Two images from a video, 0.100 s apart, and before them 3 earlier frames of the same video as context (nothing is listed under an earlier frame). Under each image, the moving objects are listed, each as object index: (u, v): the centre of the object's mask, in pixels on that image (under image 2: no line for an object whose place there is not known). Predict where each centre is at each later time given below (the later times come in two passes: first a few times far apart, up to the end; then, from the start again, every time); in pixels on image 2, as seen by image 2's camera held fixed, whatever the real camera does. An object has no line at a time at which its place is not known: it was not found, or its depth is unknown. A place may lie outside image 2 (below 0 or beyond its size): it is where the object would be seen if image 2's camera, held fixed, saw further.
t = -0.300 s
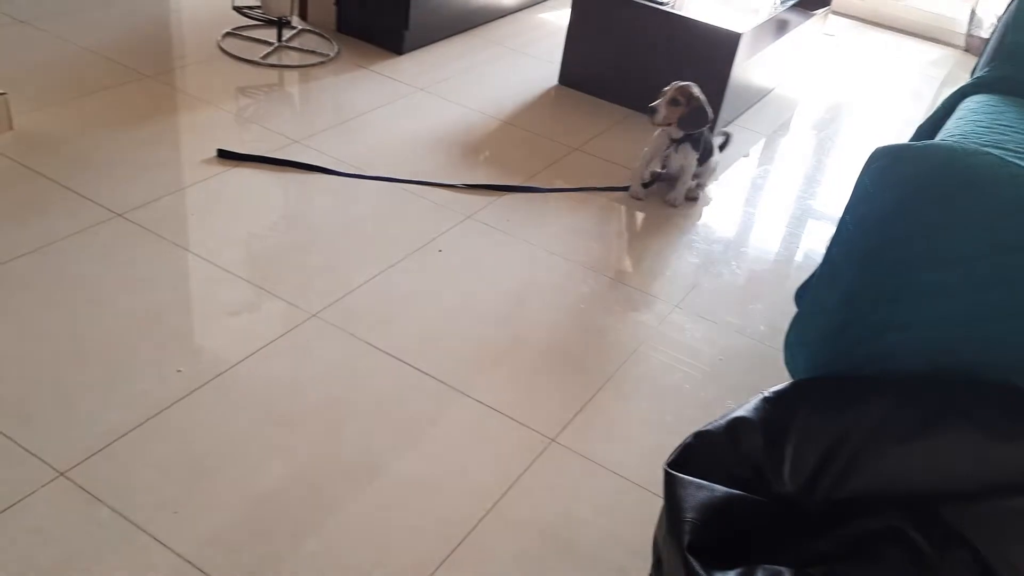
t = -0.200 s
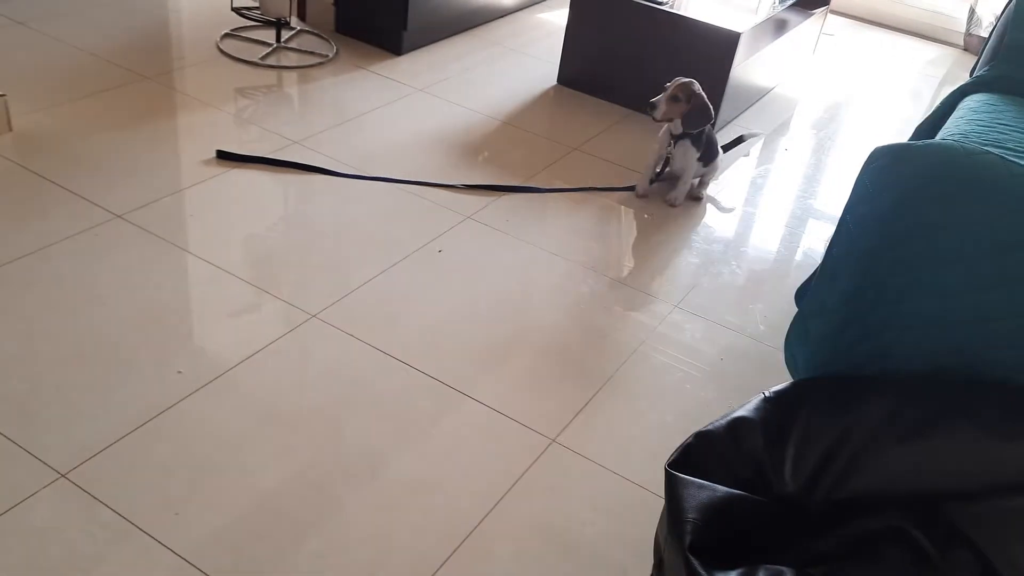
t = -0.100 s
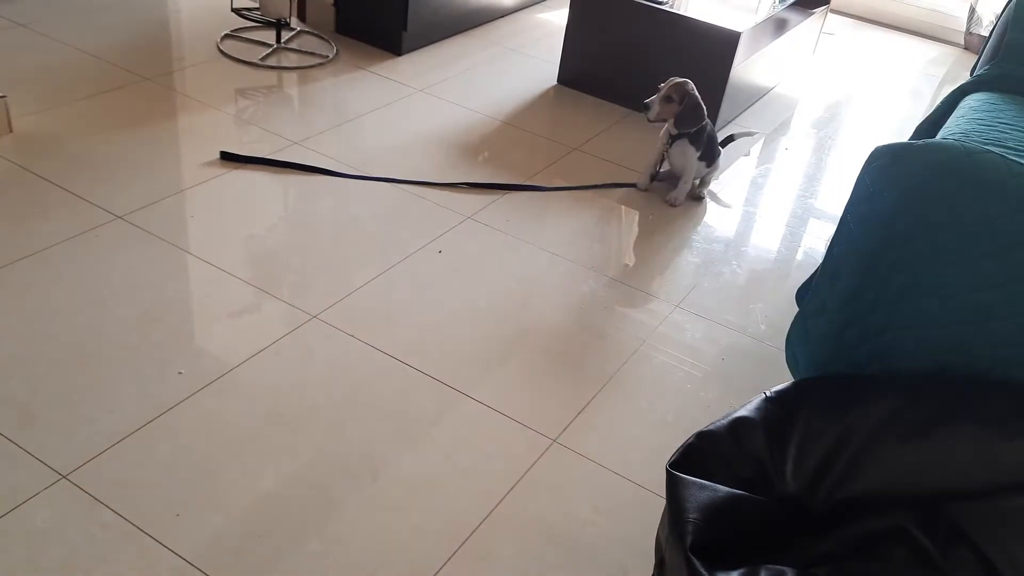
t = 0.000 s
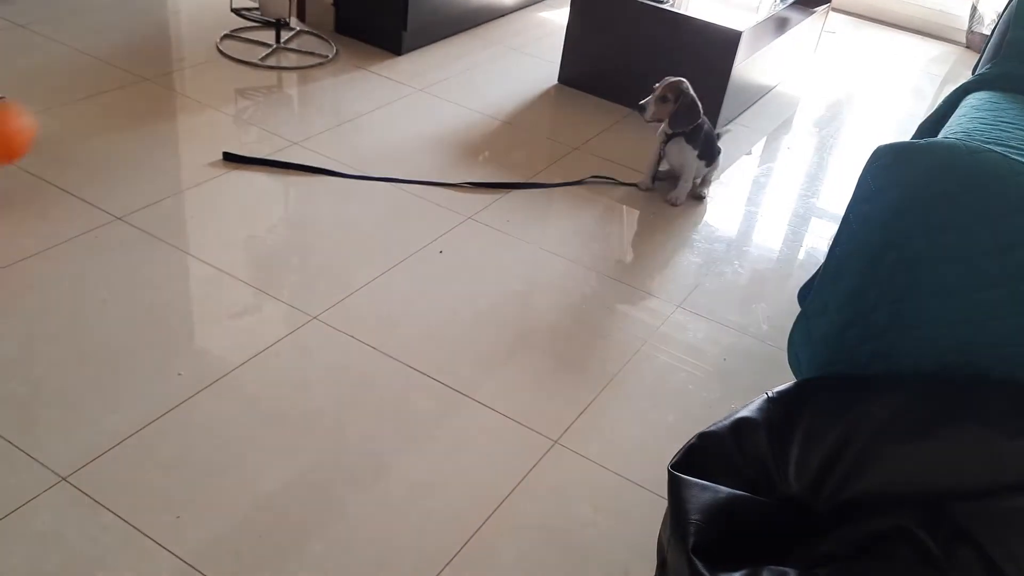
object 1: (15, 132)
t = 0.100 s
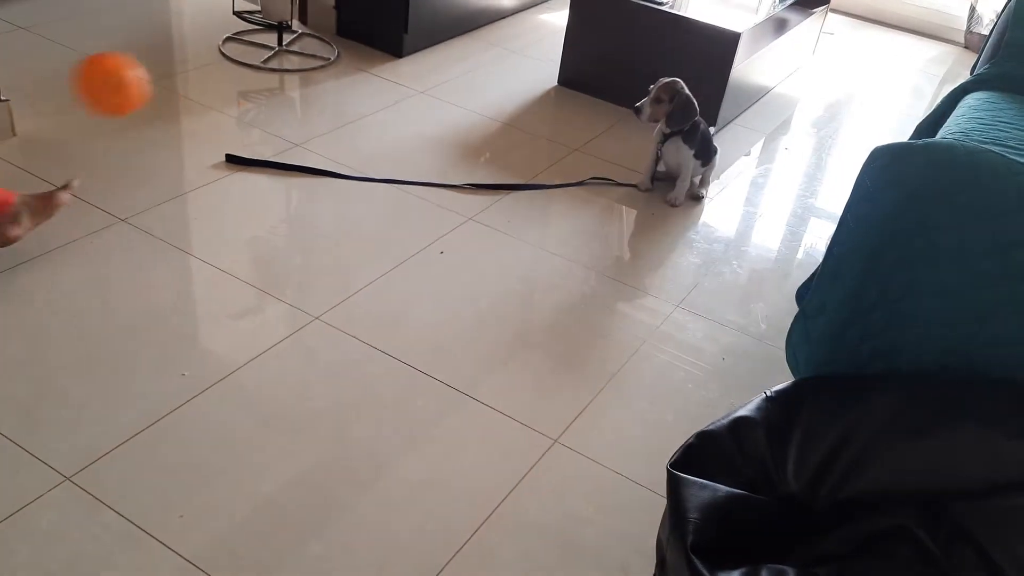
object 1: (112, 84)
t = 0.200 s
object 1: (200, 74)
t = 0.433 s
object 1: (323, 130)
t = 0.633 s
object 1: (375, 116)
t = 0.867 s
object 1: (408, 114)
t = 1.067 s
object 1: (426, 127)
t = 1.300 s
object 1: (432, 125)
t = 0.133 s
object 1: (145, 77)
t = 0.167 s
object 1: (173, 74)
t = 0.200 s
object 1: (200, 74)
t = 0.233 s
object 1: (223, 77)
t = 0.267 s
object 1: (244, 83)
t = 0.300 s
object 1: (263, 89)
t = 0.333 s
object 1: (280, 97)
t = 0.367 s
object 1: (295, 107)
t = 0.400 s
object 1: (309, 118)
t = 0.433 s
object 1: (323, 130)
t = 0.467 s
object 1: (334, 142)
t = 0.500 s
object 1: (345, 154)
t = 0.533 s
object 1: (354, 144)
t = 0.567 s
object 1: (362, 133)
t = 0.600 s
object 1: (368, 124)
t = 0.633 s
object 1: (375, 116)
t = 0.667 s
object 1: (381, 111)
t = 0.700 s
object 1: (386, 107)
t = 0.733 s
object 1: (391, 106)
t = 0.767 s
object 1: (396, 105)
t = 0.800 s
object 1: (400, 107)
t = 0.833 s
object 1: (404, 109)
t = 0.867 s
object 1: (408, 114)
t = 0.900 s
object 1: (412, 120)
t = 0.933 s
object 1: (416, 127)
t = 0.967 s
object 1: (419, 135)
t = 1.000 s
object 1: (422, 141)
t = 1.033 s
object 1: (425, 134)
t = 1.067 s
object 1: (426, 127)
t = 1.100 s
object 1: (428, 123)
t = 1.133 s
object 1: (429, 119)
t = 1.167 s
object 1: (430, 118)
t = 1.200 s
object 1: (431, 117)
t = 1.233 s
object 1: (431, 119)
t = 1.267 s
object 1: (431, 121)
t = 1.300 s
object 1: (432, 125)
